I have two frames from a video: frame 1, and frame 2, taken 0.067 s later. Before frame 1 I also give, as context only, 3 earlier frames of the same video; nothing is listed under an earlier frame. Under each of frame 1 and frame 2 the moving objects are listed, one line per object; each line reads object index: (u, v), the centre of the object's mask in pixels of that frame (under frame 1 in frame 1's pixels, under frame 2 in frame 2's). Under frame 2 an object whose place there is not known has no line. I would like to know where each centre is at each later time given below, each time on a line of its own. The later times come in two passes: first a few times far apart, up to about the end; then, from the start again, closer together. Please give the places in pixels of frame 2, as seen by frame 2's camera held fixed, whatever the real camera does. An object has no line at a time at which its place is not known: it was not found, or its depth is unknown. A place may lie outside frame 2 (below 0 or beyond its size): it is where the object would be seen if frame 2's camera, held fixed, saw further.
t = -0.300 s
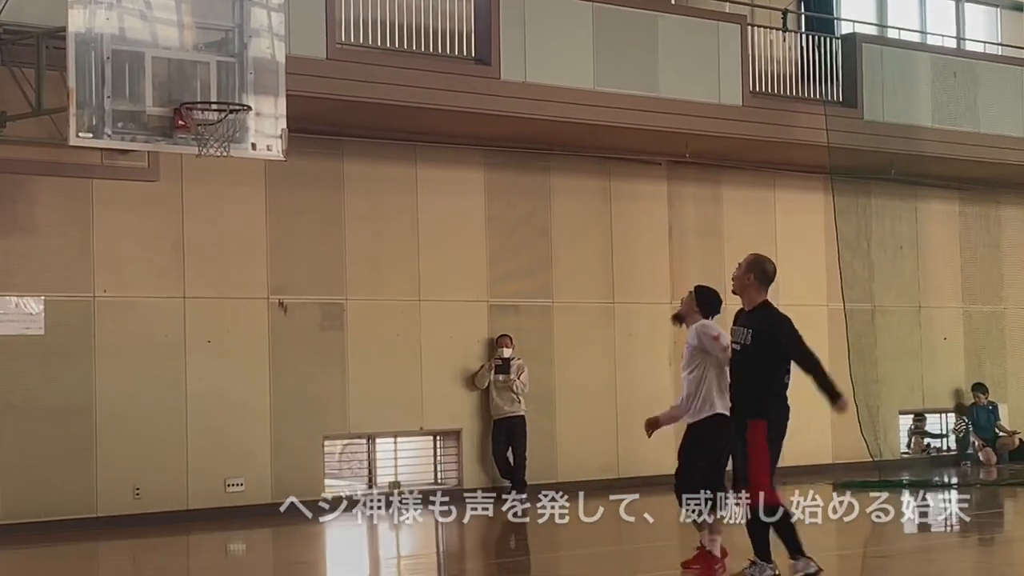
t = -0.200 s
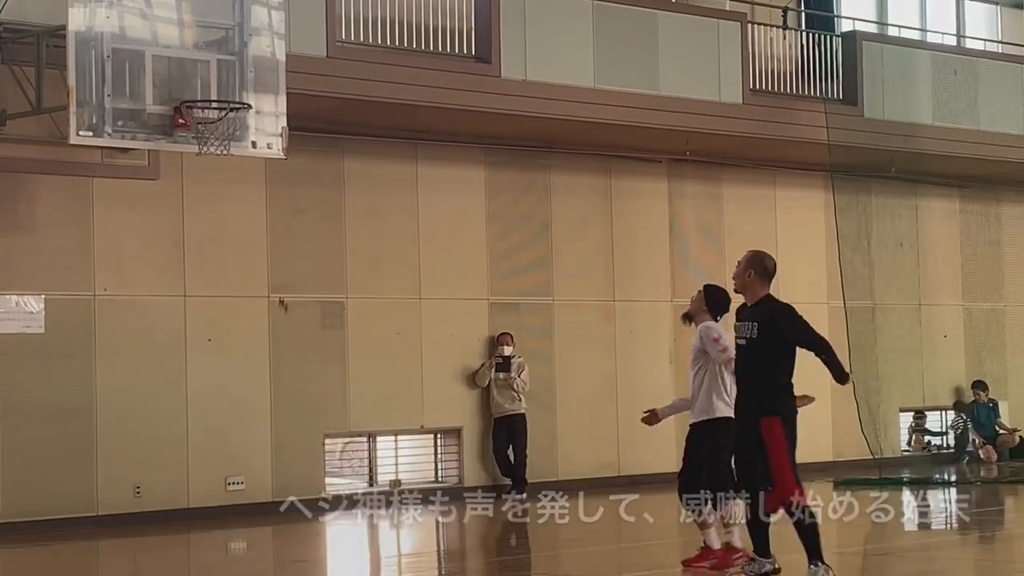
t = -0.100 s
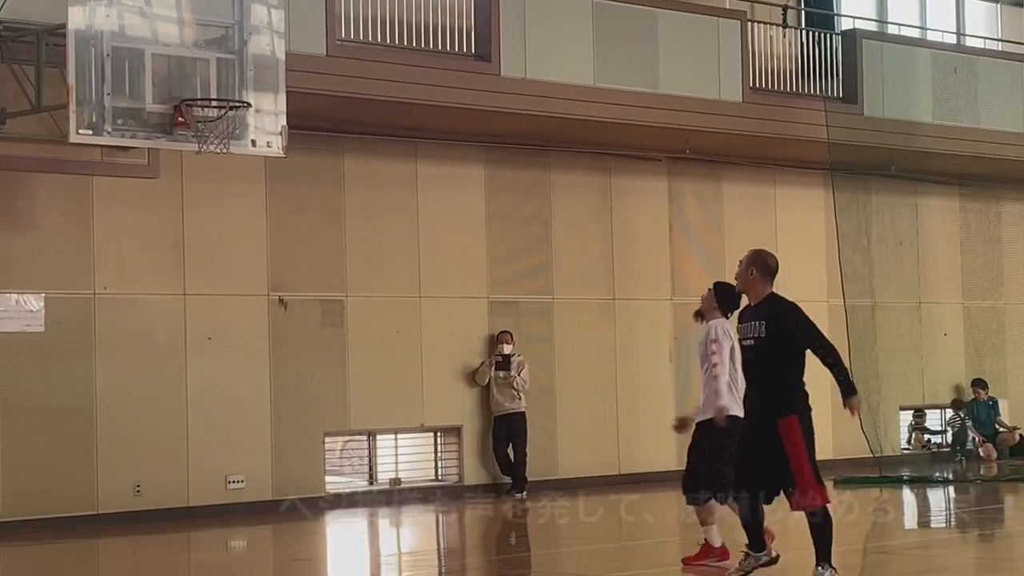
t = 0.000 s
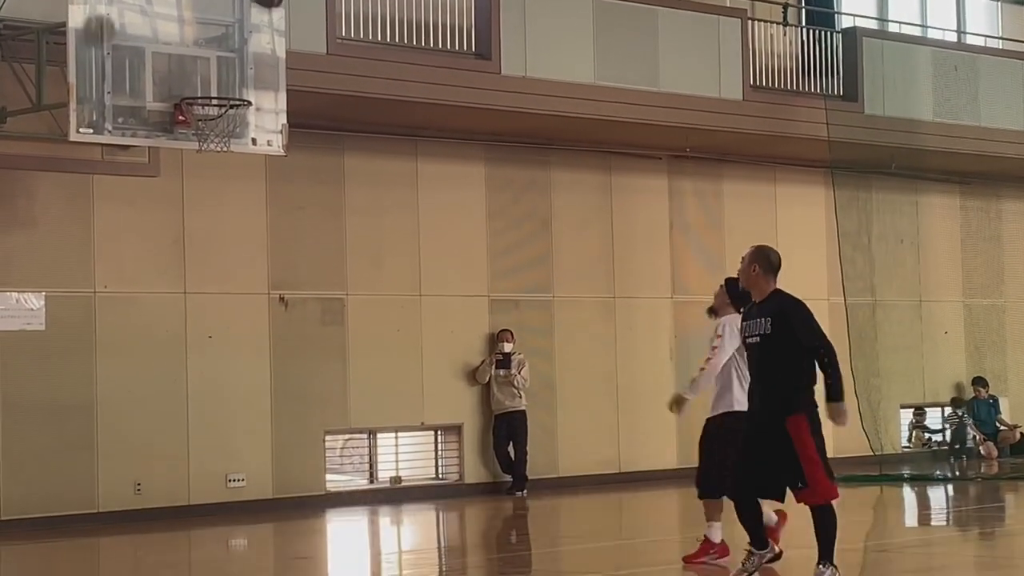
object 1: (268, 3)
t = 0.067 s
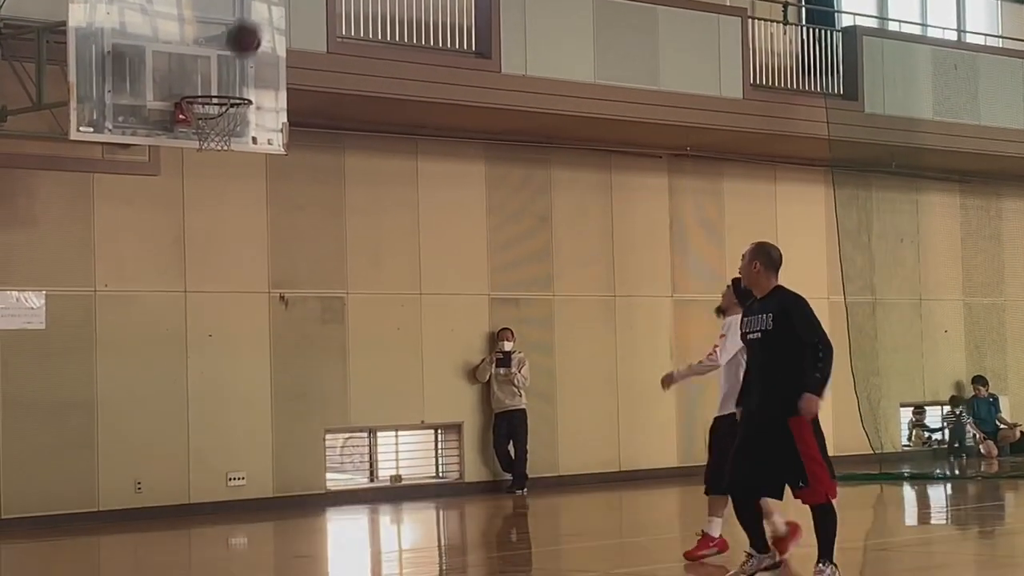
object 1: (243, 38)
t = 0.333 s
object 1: (234, 71)
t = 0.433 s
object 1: (263, 62)
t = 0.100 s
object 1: (233, 62)
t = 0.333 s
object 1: (234, 71)
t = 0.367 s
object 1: (243, 67)
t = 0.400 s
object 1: (253, 63)
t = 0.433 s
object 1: (263, 62)
